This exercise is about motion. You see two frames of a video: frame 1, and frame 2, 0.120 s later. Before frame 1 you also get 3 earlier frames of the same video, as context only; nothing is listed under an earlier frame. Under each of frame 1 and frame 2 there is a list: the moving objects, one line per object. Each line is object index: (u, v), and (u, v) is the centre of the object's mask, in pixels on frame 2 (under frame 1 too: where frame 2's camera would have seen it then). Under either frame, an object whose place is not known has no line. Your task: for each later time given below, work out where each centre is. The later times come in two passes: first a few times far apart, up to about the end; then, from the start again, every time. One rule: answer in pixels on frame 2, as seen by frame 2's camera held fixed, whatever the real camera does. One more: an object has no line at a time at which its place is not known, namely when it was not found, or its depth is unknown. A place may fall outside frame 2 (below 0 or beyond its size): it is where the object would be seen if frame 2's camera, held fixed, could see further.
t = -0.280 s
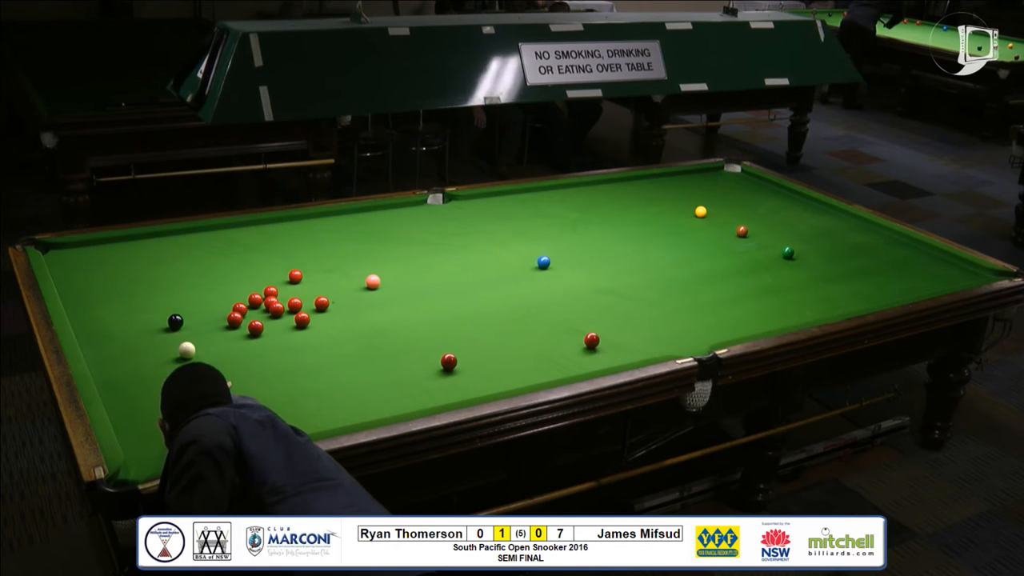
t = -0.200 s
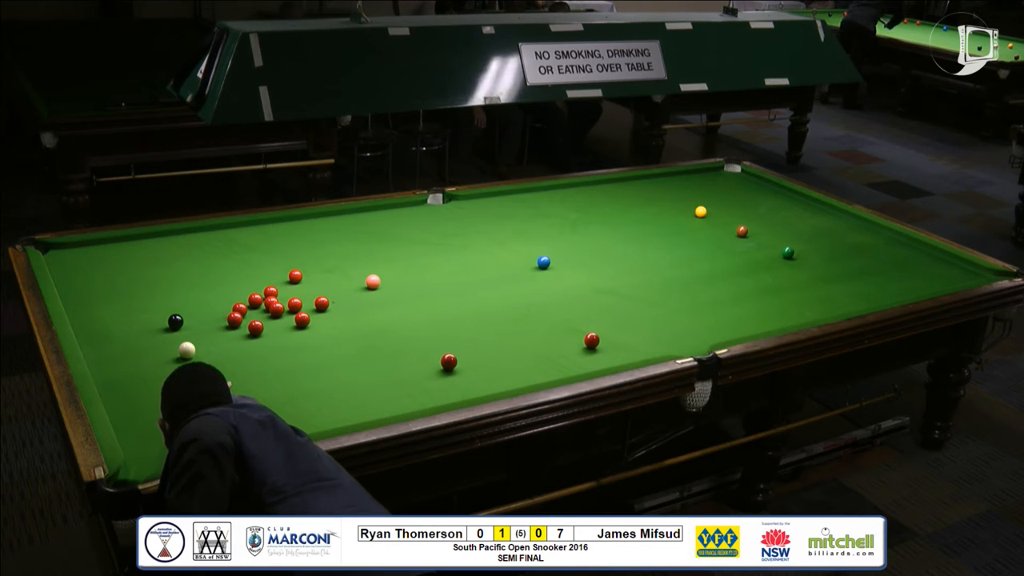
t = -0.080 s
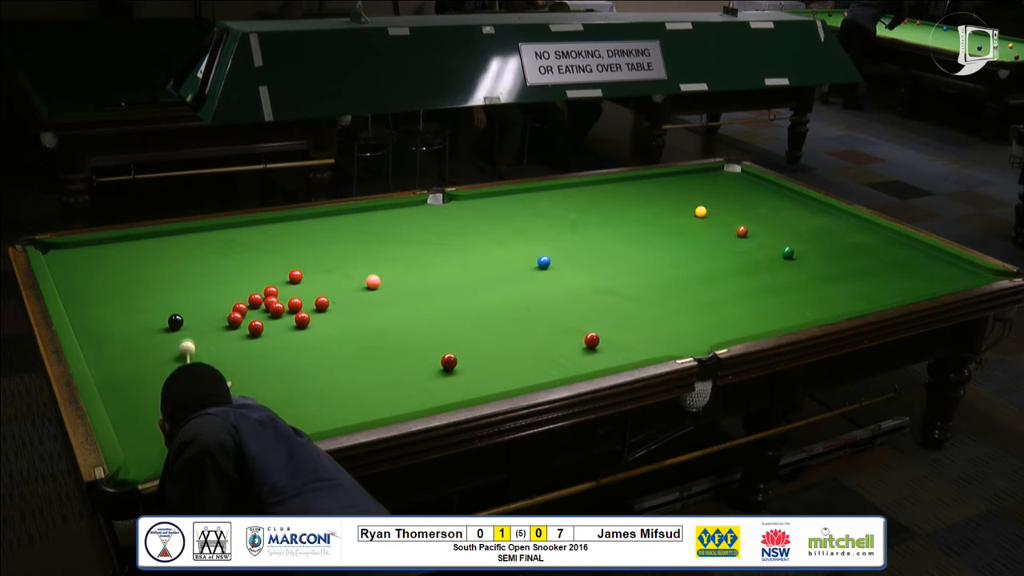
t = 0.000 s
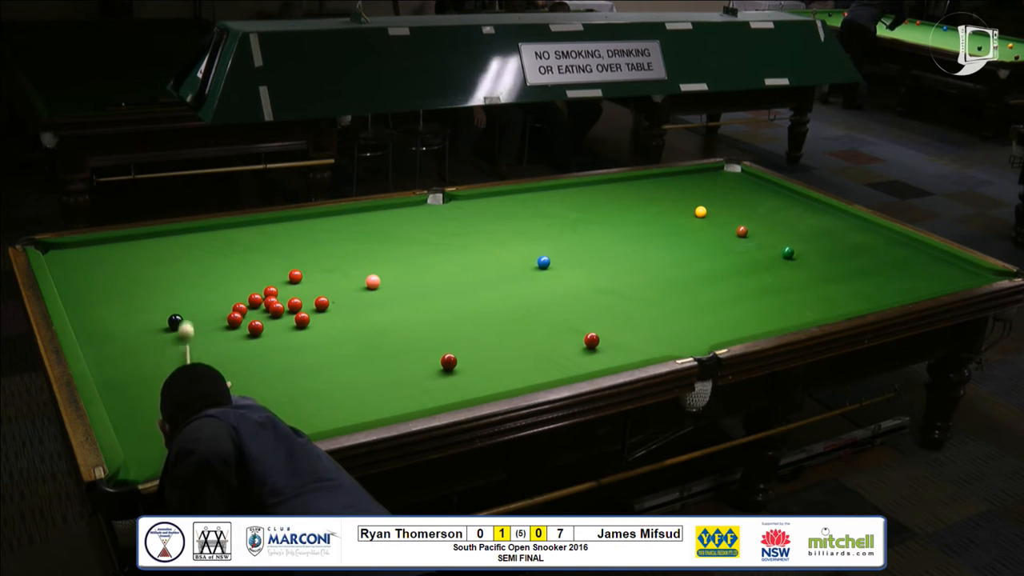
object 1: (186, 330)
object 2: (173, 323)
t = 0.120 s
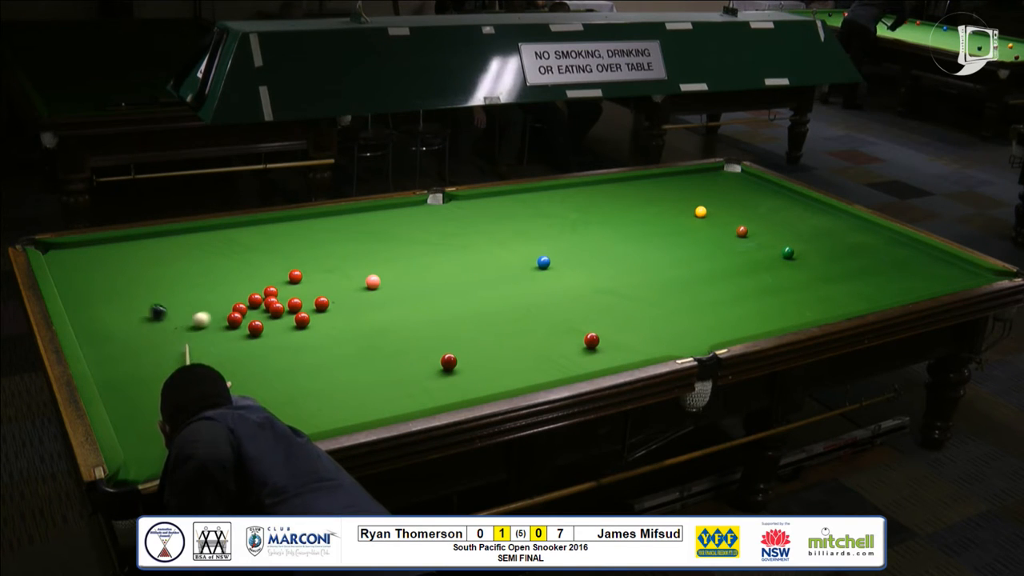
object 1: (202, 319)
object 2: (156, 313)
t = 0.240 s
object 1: (217, 314)
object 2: (139, 304)
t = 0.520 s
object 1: (228, 306)
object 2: (103, 283)
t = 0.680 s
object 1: (231, 304)
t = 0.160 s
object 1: (207, 317)
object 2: (150, 310)
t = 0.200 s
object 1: (212, 316)
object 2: (144, 307)
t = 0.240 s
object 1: (217, 314)
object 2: (139, 304)
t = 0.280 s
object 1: (222, 312)
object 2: (133, 301)
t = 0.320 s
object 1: (224, 311)
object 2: (128, 298)
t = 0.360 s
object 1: (224, 310)
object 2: (122, 294)
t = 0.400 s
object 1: (225, 309)
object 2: (117, 292)
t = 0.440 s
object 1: (226, 308)
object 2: (112, 289)
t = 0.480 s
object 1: (227, 307)
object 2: (107, 286)
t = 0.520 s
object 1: (228, 306)
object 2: (103, 283)
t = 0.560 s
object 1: (229, 306)
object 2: (98, 280)
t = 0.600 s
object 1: (230, 305)
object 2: (94, 277)
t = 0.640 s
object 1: (231, 304)
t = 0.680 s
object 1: (231, 304)
